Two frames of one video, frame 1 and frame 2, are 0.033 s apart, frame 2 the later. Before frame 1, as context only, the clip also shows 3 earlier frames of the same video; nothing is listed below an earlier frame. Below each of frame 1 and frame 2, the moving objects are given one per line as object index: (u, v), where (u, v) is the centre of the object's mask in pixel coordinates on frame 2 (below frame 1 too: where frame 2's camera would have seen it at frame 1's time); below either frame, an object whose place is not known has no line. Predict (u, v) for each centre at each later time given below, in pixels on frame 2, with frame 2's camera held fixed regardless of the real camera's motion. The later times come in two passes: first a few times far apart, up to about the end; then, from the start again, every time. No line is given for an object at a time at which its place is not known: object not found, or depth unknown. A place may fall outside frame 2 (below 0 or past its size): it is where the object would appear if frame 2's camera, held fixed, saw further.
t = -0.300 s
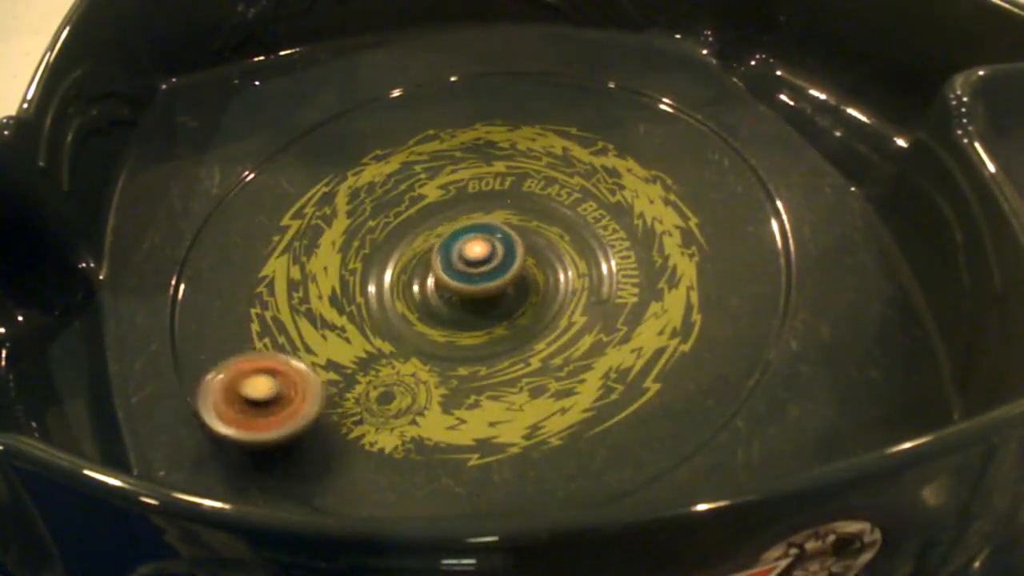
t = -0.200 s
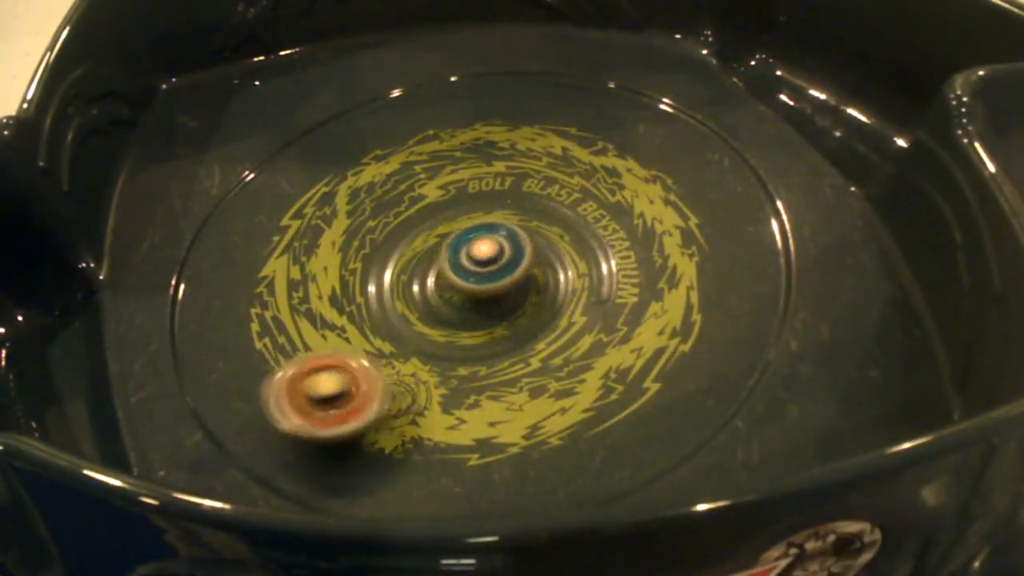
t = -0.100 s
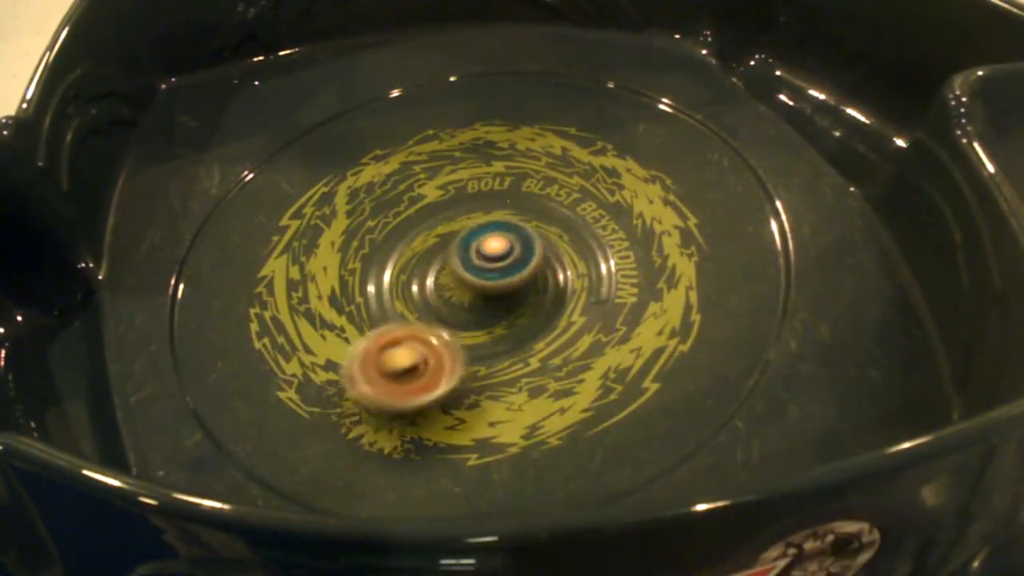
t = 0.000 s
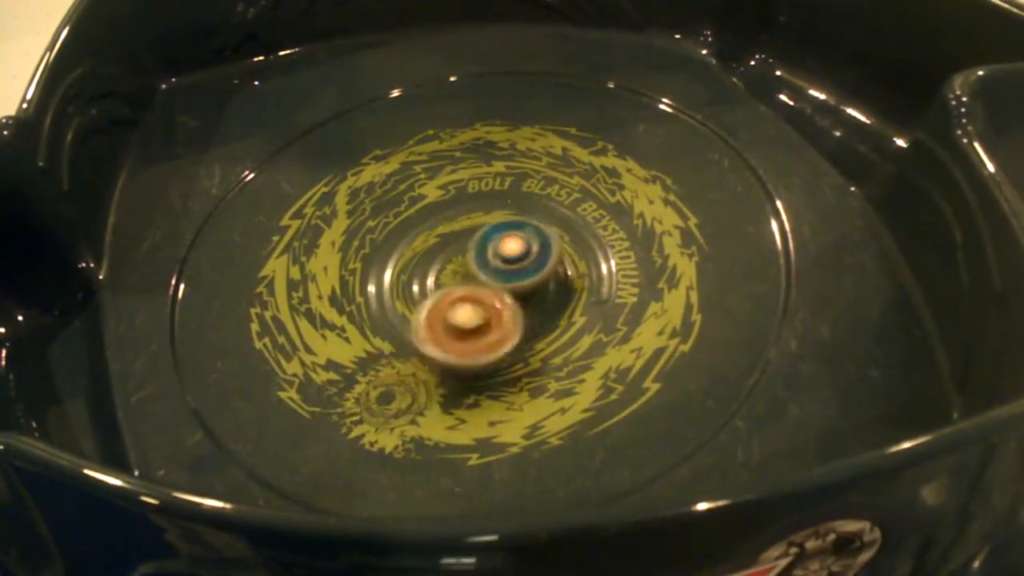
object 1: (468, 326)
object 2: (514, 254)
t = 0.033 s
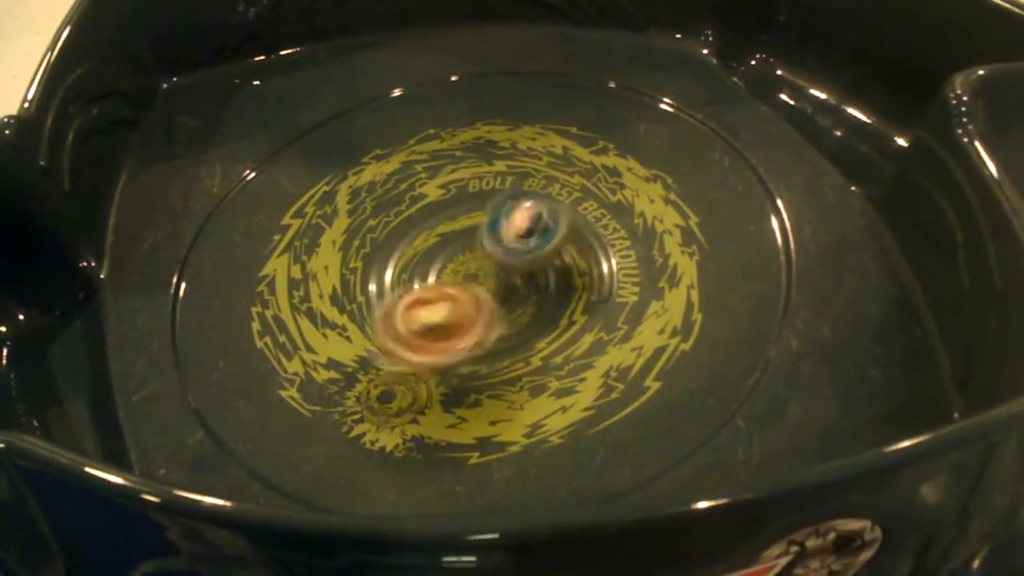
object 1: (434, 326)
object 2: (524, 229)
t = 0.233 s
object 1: (248, 428)
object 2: (590, 158)
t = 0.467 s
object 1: (376, 346)
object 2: (526, 187)
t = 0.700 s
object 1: (403, 377)
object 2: (518, 138)
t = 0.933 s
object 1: (326, 440)
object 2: (533, 89)
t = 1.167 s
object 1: (302, 415)
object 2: (534, 87)
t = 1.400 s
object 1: (353, 338)
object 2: (513, 140)
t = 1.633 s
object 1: (430, 263)
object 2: (459, 193)
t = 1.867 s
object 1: (467, 269)
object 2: (430, 194)
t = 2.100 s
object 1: (532, 239)
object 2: (437, 189)
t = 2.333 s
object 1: (546, 228)
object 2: (446, 188)
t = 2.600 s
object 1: (518, 258)
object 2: (447, 186)
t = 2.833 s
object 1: (502, 294)
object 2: (448, 186)
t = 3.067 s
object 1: (477, 322)
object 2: (441, 189)
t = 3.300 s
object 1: (450, 321)
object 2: (432, 191)
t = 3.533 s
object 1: (407, 310)
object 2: (422, 196)
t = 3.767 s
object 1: (379, 277)
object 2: (414, 200)
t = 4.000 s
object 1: (381, 281)
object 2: (428, 195)
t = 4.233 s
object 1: (376, 264)
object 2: (446, 193)
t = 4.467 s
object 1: (376, 269)
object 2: (458, 223)
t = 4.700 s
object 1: (376, 279)
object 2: (482, 261)
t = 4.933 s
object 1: (388, 297)
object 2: (536, 243)
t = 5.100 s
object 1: (397, 308)
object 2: (508, 229)
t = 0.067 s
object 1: (392, 346)
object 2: (536, 206)
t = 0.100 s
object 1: (349, 389)
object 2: (550, 200)
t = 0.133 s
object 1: (312, 412)
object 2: (562, 188)
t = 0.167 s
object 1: (274, 430)
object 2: (574, 174)
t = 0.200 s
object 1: (249, 441)
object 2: (583, 164)
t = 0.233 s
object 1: (248, 428)
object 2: (590, 158)
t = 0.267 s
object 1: (260, 423)
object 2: (587, 156)
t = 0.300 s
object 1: (273, 409)
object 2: (581, 156)
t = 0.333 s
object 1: (290, 400)
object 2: (572, 159)
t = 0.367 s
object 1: (310, 387)
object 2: (561, 163)
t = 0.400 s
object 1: (333, 374)
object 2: (550, 169)
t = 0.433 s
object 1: (354, 360)
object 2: (538, 178)
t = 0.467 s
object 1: (376, 346)
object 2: (526, 187)
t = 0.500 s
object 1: (400, 331)
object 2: (516, 196)
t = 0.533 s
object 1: (422, 317)
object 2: (505, 204)
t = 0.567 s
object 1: (444, 300)
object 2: (492, 214)
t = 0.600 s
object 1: (456, 295)
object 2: (486, 217)
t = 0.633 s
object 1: (438, 326)
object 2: (506, 181)
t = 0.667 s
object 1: (421, 352)
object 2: (512, 155)
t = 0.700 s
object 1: (403, 377)
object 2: (518, 138)
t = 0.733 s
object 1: (387, 399)
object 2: (524, 124)
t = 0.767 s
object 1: (370, 414)
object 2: (528, 116)
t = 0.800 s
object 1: (361, 423)
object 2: (528, 111)
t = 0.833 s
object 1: (350, 430)
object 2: (528, 105)
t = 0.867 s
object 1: (341, 436)
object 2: (529, 99)
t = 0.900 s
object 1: (333, 438)
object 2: (531, 94)
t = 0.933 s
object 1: (326, 440)
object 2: (533, 89)
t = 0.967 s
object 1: (320, 439)
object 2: (535, 85)
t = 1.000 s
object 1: (313, 438)
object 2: (536, 82)
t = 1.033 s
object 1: (308, 436)
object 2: (537, 79)
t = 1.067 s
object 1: (304, 432)
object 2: (537, 79)
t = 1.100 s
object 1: (302, 428)
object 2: (537, 80)
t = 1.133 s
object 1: (301, 422)
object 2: (535, 83)
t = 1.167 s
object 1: (302, 415)
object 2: (534, 87)
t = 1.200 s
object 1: (306, 405)
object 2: (532, 91)
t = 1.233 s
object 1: (310, 395)
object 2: (530, 99)
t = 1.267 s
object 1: (316, 384)
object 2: (528, 106)
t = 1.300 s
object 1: (324, 373)
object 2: (525, 115)
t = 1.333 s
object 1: (332, 361)
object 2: (522, 123)
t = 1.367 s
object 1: (341, 349)
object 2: (518, 131)
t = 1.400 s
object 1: (353, 338)
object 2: (513, 140)
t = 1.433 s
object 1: (364, 327)
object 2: (509, 148)
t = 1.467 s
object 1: (376, 315)
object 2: (501, 159)
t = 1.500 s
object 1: (390, 303)
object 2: (493, 168)
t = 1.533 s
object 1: (402, 290)
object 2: (484, 176)
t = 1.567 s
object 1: (414, 278)
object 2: (475, 184)
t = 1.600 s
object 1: (427, 267)
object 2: (466, 192)
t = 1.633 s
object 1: (430, 263)
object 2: (459, 193)
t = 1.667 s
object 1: (422, 267)
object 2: (457, 186)
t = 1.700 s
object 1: (422, 272)
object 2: (456, 181)
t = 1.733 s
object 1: (430, 275)
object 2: (452, 179)
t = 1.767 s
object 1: (439, 274)
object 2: (445, 183)
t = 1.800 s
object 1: (447, 274)
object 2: (438, 190)
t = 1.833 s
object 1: (457, 272)
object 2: (432, 194)
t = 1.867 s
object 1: (467, 269)
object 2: (430, 194)
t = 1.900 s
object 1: (478, 264)
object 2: (429, 193)
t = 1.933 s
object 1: (489, 259)
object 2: (427, 195)
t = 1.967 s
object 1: (500, 254)
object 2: (426, 197)
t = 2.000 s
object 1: (512, 250)
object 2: (426, 196)
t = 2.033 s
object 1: (520, 245)
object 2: (430, 194)
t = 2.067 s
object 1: (526, 242)
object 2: (434, 191)
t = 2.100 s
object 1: (532, 239)
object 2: (437, 189)
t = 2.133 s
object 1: (537, 237)
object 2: (438, 192)
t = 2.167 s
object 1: (544, 234)
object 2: (437, 191)
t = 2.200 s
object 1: (550, 230)
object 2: (440, 190)
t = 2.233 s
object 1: (551, 228)
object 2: (444, 188)
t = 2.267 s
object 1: (551, 227)
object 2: (446, 186)
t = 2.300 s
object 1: (549, 226)
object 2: (447, 186)
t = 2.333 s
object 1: (546, 228)
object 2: (446, 188)
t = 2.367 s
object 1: (541, 230)
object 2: (445, 187)
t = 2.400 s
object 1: (533, 234)
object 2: (446, 186)
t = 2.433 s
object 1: (528, 235)
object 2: (445, 187)
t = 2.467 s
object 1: (526, 238)
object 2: (445, 186)
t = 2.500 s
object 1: (524, 241)
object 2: (446, 186)
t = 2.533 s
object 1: (522, 246)
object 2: (446, 187)
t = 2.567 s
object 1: (520, 252)
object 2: (446, 186)
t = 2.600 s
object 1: (518, 258)
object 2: (447, 186)
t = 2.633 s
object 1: (516, 266)
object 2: (447, 186)
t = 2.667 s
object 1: (513, 272)
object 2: (448, 185)
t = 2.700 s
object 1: (511, 277)
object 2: (449, 185)
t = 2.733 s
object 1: (509, 281)
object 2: (448, 185)
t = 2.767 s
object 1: (506, 285)
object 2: (449, 184)
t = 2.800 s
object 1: (504, 289)
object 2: (449, 185)
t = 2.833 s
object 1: (502, 294)
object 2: (448, 186)
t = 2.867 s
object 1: (500, 299)
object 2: (447, 185)
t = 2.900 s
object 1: (497, 303)
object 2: (447, 186)
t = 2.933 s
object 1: (492, 308)
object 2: (446, 187)
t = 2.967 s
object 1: (488, 314)
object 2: (445, 186)
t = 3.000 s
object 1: (483, 320)
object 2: (445, 186)
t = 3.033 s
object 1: (479, 323)
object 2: (443, 189)
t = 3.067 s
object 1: (477, 322)
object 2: (441, 189)
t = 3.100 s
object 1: (475, 320)
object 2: (440, 188)
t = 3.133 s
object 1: (472, 318)
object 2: (439, 190)
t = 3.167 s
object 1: (468, 319)
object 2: (436, 190)
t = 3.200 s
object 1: (463, 323)
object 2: (436, 189)
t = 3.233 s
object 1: (458, 325)
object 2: (435, 192)
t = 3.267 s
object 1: (454, 324)
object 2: (433, 192)
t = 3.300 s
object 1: (450, 321)
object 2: (432, 191)
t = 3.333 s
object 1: (446, 320)
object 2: (432, 193)
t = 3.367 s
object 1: (438, 321)
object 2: (430, 194)
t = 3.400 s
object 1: (430, 322)
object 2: (429, 193)
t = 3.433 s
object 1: (424, 320)
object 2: (427, 193)
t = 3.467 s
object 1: (420, 316)
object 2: (427, 196)
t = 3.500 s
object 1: (415, 312)
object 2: (423, 197)
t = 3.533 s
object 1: (407, 310)
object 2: (422, 196)
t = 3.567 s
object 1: (399, 307)
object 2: (422, 198)
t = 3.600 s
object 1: (396, 303)
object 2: (420, 200)
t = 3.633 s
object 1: (393, 297)
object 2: (418, 199)
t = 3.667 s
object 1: (389, 293)
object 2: (418, 199)
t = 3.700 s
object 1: (385, 288)
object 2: (417, 202)
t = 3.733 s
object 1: (381, 283)
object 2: (415, 202)
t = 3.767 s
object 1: (379, 277)
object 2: (414, 200)
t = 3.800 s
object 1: (379, 272)
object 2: (416, 202)
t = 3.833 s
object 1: (376, 273)
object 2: (418, 200)
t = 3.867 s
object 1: (378, 276)
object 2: (421, 199)
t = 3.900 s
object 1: (383, 278)
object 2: (424, 201)
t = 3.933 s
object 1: (385, 280)
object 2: (424, 201)
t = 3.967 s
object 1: (384, 281)
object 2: (424, 199)
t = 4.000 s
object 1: (381, 281)
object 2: (428, 195)
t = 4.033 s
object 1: (380, 281)
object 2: (432, 193)
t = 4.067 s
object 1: (380, 280)
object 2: (437, 192)
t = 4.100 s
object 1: (381, 278)
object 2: (440, 191)
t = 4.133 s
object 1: (381, 275)
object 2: (442, 191)
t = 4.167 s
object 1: (379, 272)
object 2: (444, 192)
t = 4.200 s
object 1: (376, 267)
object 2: (445, 193)
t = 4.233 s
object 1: (376, 264)
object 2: (446, 193)
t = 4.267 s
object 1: (377, 260)
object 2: (445, 195)
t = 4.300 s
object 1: (377, 258)
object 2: (445, 200)
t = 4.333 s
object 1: (372, 259)
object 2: (450, 202)
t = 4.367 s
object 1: (373, 262)
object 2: (454, 205)
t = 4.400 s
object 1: (377, 266)
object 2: (458, 209)
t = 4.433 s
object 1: (378, 268)
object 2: (459, 216)
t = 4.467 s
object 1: (376, 269)
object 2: (458, 223)
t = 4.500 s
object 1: (374, 270)
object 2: (457, 226)
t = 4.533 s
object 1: (374, 271)
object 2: (458, 231)
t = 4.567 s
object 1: (377, 273)
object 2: (461, 237)
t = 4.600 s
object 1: (378, 275)
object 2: (464, 242)
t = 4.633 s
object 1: (378, 277)
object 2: (469, 248)
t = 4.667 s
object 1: (375, 277)
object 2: (475, 255)
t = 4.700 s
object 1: (376, 279)
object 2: (482, 261)
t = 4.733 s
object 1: (380, 282)
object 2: (491, 267)
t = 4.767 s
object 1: (381, 284)
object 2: (504, 268)
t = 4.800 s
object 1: (380, 286)
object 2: (518, 266)
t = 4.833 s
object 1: (380, 288)
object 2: (527, 262)
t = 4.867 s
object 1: (383, 291)
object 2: (533, 254)
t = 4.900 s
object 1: (387, 294)
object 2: (536, 248)
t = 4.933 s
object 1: (388, 297)
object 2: (536, 243)
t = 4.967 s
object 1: (386, 298)
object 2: (535, 237)
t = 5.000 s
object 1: (388, 300)
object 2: (531, 232)
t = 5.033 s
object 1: (393, 302)
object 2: (521, 228)
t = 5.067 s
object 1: (397, 305)
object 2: (513, 228)
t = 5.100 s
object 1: (397, 308)
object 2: (508, 229)
